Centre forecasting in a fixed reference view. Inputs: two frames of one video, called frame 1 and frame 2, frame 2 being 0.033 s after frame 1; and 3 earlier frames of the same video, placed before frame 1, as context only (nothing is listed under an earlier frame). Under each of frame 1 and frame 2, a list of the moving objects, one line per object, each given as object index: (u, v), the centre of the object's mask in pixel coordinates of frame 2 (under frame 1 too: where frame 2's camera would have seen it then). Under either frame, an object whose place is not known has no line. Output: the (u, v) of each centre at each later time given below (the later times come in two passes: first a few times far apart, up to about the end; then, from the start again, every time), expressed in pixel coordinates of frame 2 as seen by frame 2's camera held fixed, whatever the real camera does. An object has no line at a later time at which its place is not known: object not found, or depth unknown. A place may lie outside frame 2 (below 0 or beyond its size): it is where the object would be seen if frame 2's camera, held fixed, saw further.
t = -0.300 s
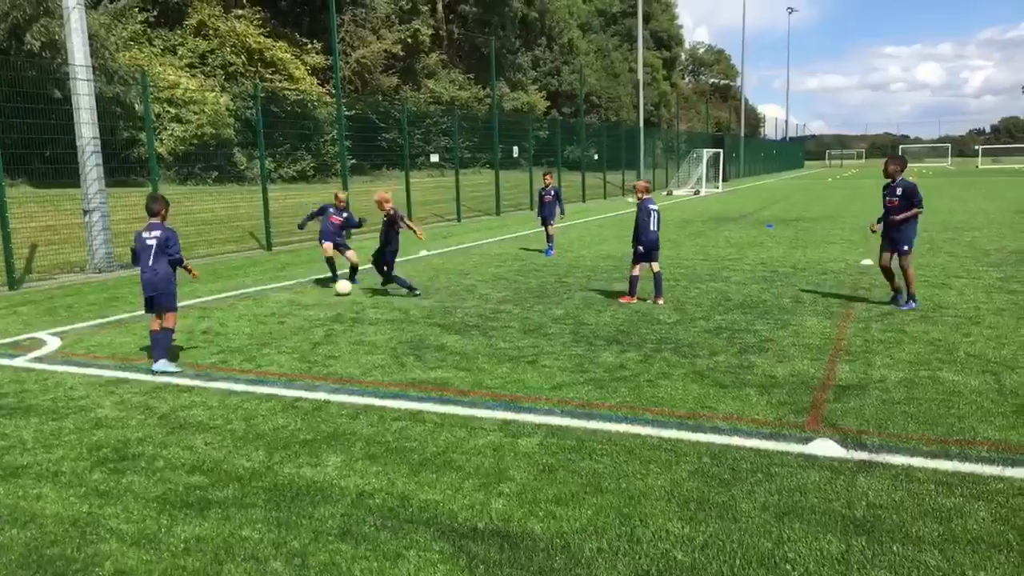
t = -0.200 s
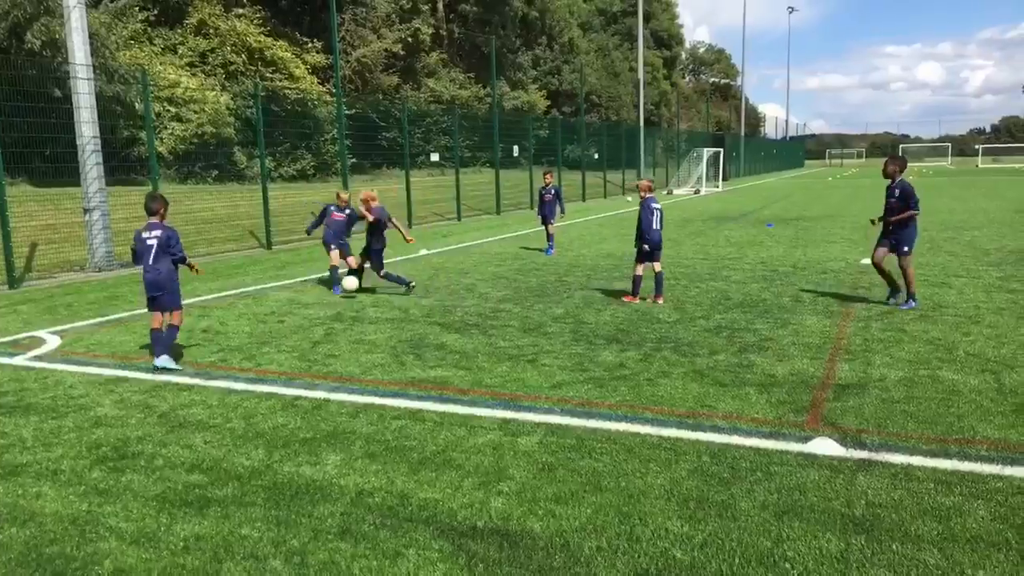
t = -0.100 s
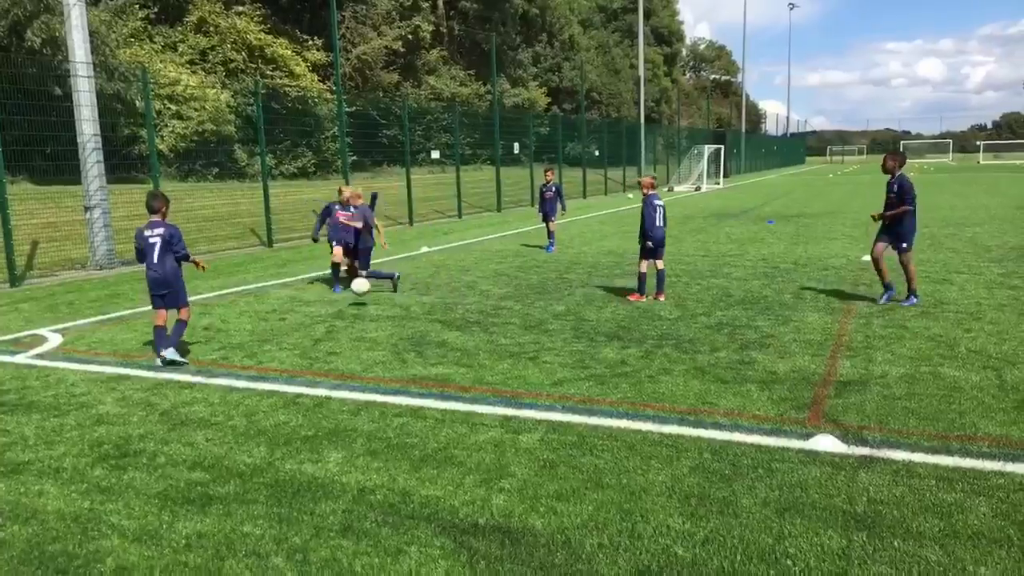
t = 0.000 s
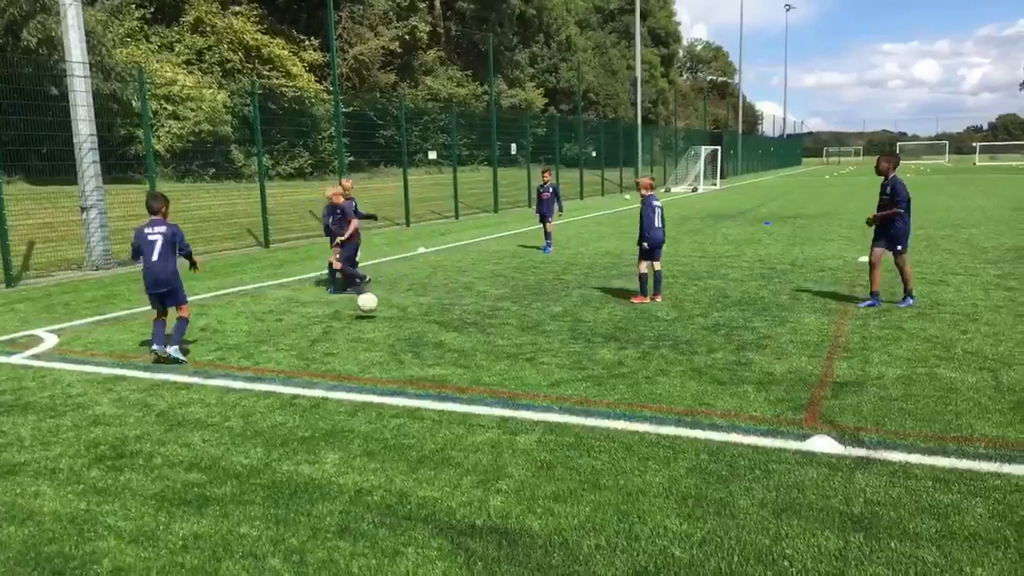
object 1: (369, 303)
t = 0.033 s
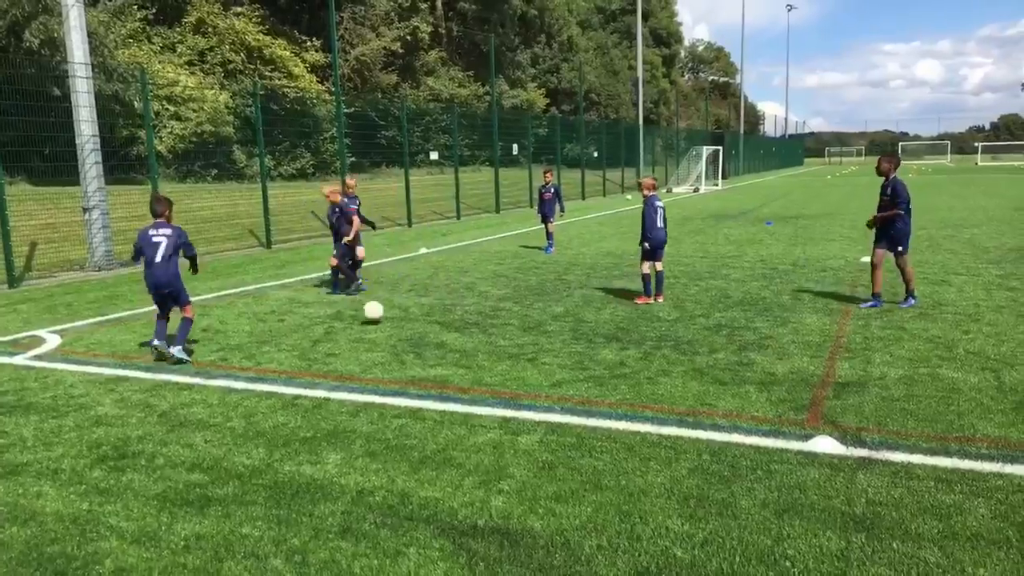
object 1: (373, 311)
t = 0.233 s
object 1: (392, 325)
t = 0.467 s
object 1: (419, 357)
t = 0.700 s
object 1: (448, 389)
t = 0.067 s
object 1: (377, 319)
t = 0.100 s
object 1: (380, 319)
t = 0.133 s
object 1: (383, 320)
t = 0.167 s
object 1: (386, 320)
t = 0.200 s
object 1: (389, 322)
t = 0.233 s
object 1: (392, 325)
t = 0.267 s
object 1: (396, 330)
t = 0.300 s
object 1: (401, 336)
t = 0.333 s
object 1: (404, 345)
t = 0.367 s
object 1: (408, 354)
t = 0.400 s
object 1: (412, 354)
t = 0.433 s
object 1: (415, 354)
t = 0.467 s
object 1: (419, 357)
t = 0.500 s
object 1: (423, 360)
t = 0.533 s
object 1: (427, 365)
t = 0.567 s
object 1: (431, 373)
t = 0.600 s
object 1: (435, 378)
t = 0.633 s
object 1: (439, 380)
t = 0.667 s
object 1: (443, 383)
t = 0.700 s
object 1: (448, 389)
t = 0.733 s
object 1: (453, 396)
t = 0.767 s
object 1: (457, 400)
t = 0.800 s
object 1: (462, 403)
